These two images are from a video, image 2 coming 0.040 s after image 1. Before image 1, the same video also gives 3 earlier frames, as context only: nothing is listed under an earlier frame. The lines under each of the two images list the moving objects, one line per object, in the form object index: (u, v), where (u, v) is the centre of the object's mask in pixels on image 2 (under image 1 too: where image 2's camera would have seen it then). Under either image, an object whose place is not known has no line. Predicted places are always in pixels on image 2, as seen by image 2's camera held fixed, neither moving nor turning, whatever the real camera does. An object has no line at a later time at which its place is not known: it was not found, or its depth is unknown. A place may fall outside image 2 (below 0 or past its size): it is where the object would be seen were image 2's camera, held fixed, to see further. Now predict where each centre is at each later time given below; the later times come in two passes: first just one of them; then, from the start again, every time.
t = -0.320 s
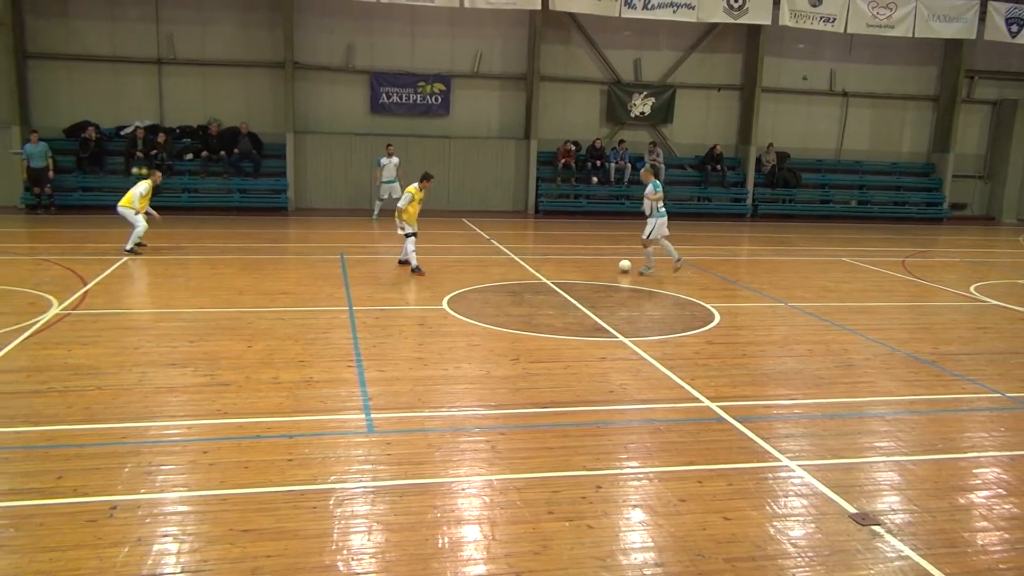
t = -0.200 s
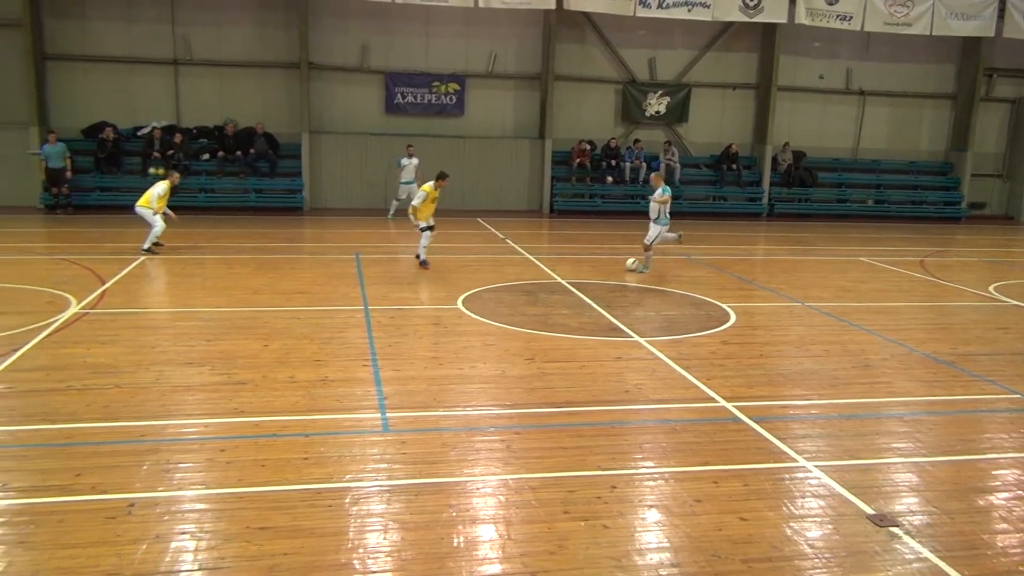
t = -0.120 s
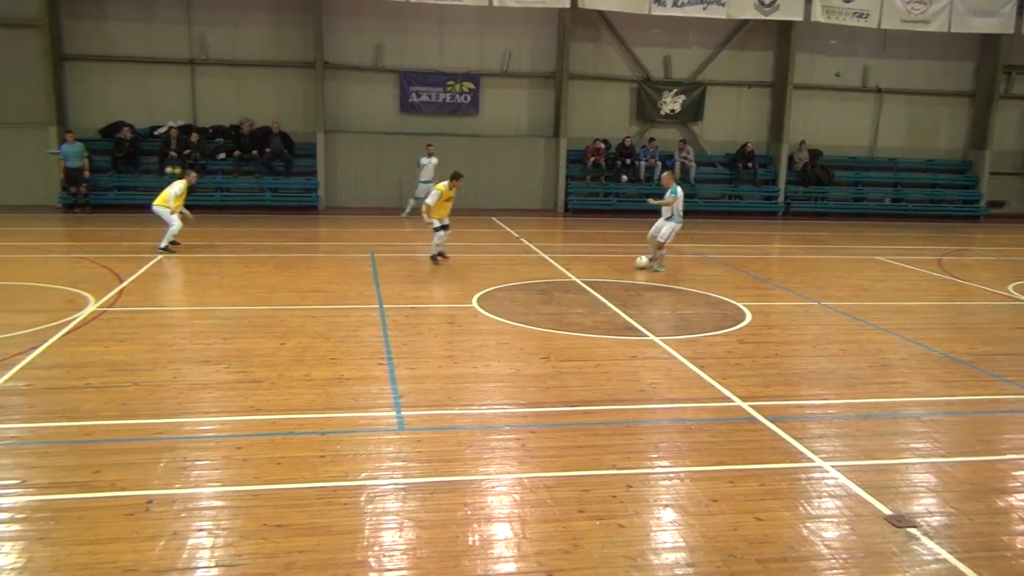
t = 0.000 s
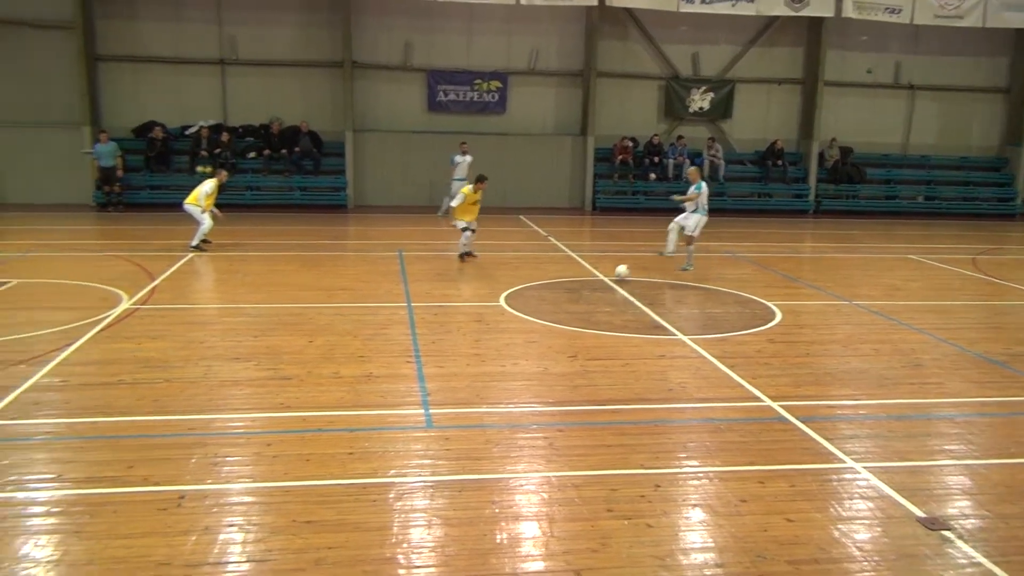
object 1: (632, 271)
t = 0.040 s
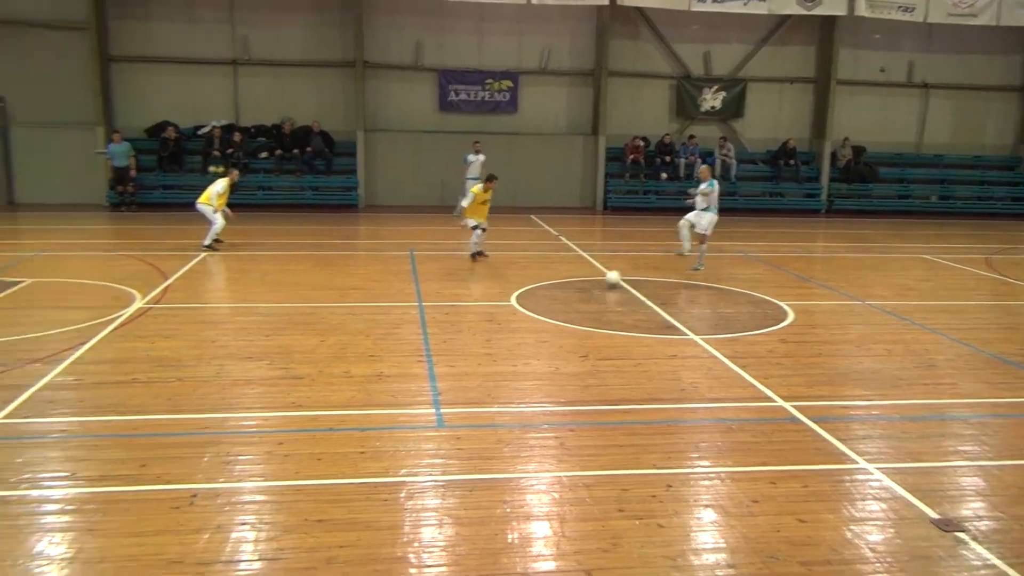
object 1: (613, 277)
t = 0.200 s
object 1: (524, 306)
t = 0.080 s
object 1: (592, 285)
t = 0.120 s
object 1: (572, 290)
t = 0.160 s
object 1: (549, 298)
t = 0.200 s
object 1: (524, 306)
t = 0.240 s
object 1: (498, 316)
